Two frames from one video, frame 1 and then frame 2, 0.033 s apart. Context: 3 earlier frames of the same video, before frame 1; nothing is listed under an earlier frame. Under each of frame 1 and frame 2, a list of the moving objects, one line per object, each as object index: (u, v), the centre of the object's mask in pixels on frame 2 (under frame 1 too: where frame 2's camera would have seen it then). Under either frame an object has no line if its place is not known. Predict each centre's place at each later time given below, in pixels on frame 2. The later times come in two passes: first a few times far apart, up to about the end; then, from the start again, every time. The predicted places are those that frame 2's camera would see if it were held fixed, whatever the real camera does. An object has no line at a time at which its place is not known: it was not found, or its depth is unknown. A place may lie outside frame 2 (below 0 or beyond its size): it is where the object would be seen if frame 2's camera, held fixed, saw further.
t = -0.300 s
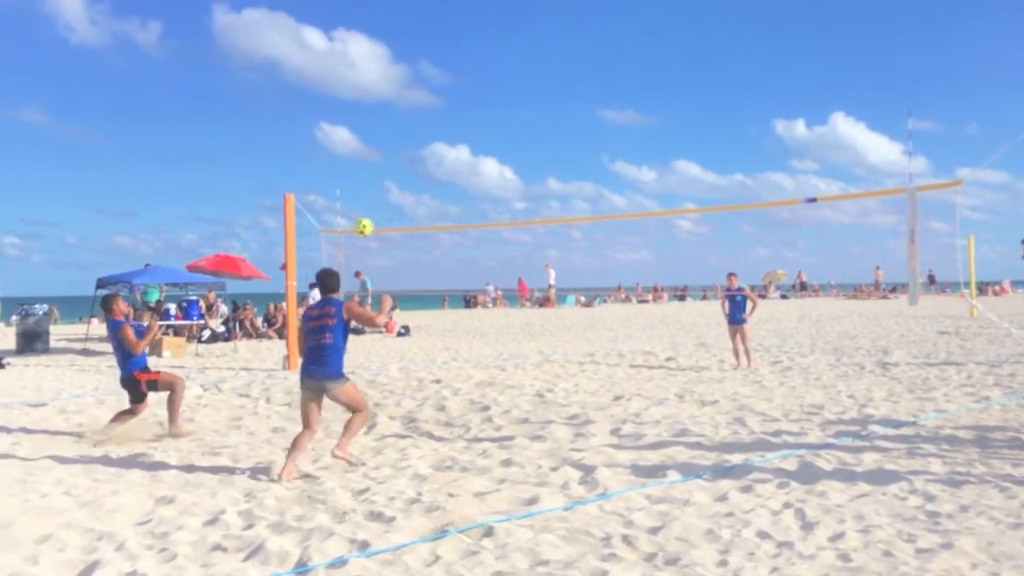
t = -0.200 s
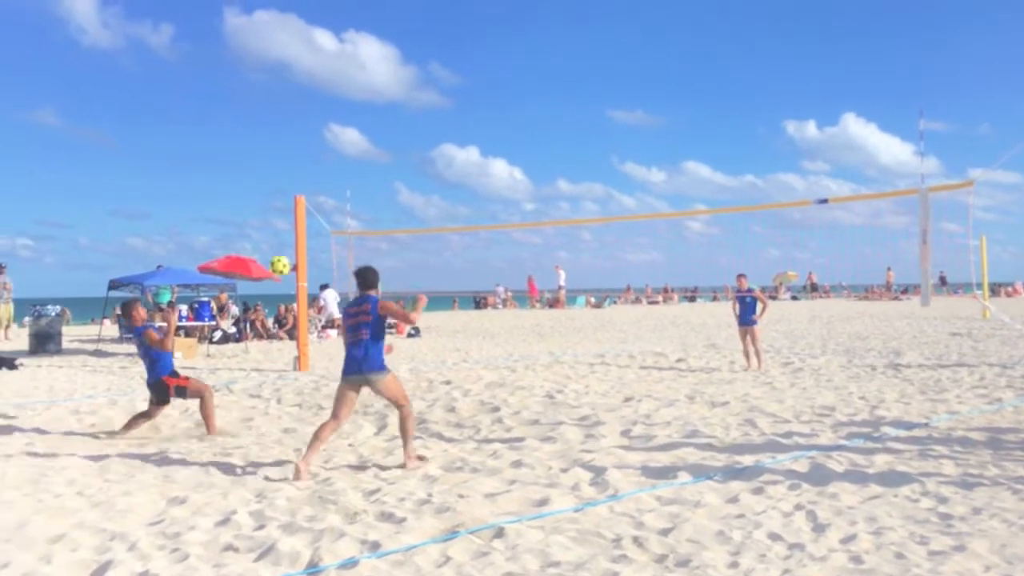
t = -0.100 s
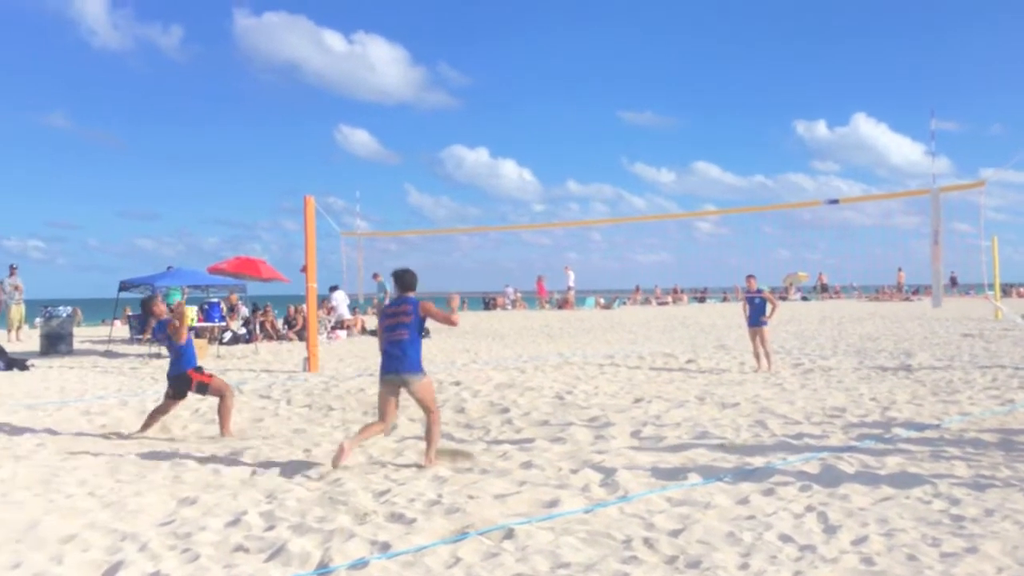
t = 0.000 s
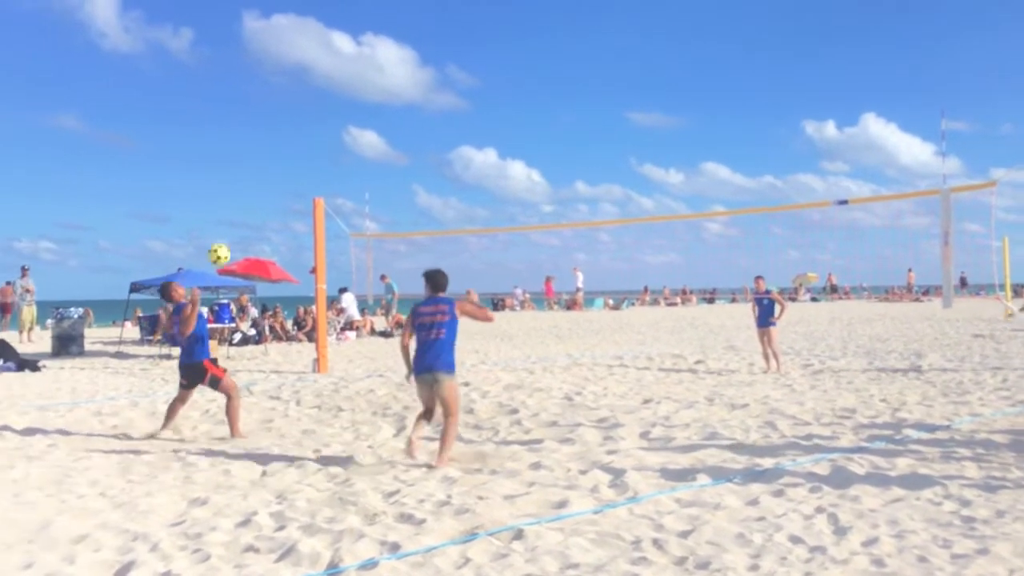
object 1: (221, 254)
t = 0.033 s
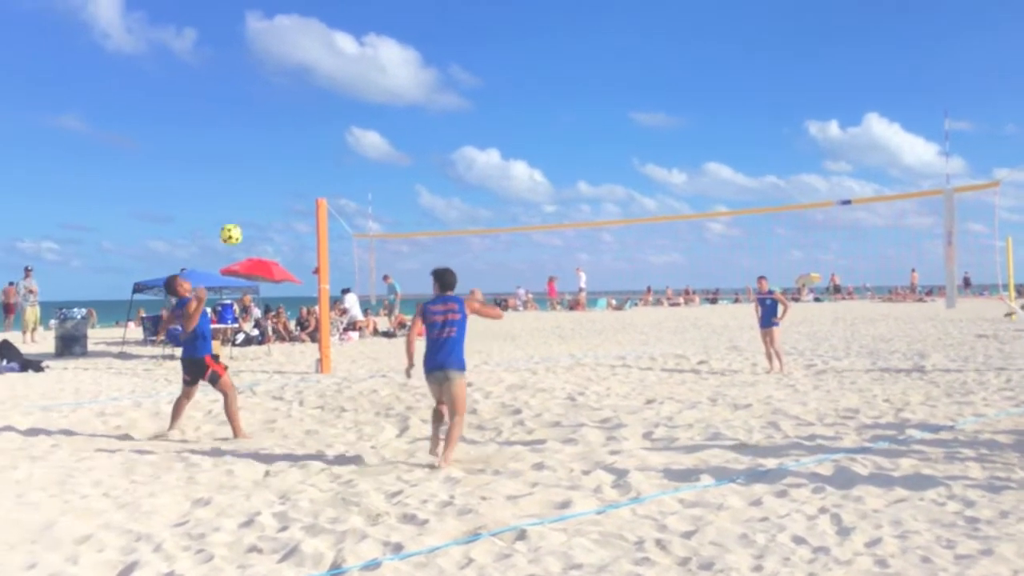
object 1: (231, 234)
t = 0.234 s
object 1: (283, 137)
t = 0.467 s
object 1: (342, 71)
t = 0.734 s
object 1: (409, 57)
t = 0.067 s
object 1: (240, 215)
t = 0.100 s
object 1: (249, 197)
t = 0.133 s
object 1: (257, 181)
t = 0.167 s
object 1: (265, 165)
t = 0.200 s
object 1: (274, 151)
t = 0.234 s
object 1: (283, 137)
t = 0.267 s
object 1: (292, 125)
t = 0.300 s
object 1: (300, 113)
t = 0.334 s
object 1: (308, 103)
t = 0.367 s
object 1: (317, 93)
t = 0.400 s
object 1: (325, 85)
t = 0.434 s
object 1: (333, 78)
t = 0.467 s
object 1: (342, 71)
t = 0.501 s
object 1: (350, 65)
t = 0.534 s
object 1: (359, 61)
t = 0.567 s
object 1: (367, 57)
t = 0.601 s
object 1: (376, 55)
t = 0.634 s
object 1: (383, 55)
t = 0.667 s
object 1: (392, 55)
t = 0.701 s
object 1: (401, 55)
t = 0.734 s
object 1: (409, 57)
